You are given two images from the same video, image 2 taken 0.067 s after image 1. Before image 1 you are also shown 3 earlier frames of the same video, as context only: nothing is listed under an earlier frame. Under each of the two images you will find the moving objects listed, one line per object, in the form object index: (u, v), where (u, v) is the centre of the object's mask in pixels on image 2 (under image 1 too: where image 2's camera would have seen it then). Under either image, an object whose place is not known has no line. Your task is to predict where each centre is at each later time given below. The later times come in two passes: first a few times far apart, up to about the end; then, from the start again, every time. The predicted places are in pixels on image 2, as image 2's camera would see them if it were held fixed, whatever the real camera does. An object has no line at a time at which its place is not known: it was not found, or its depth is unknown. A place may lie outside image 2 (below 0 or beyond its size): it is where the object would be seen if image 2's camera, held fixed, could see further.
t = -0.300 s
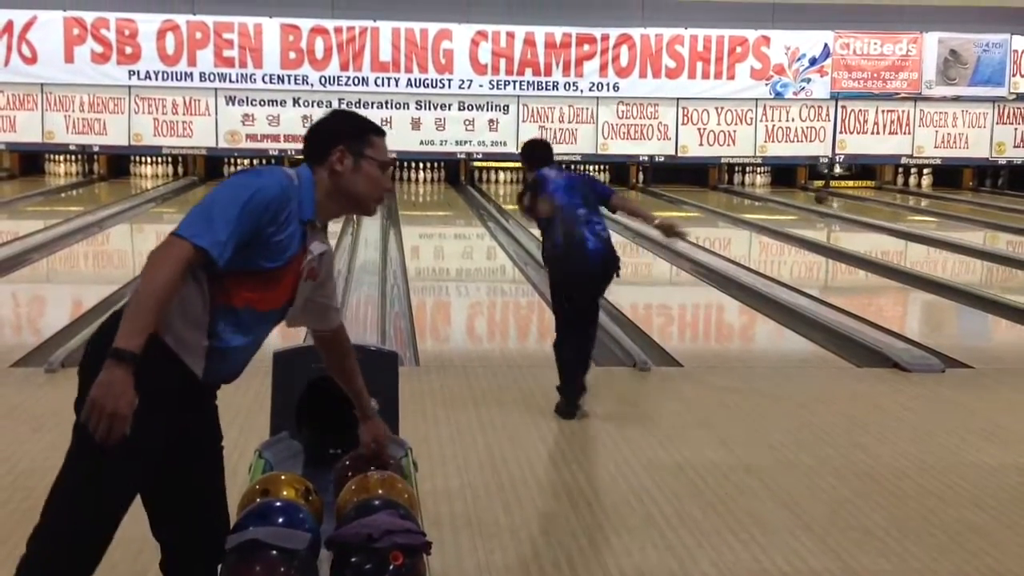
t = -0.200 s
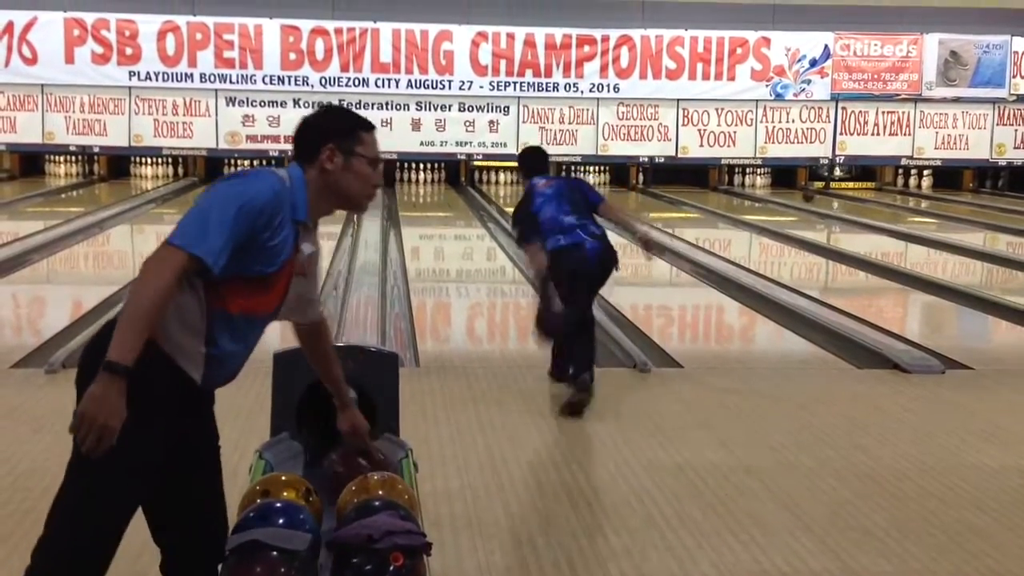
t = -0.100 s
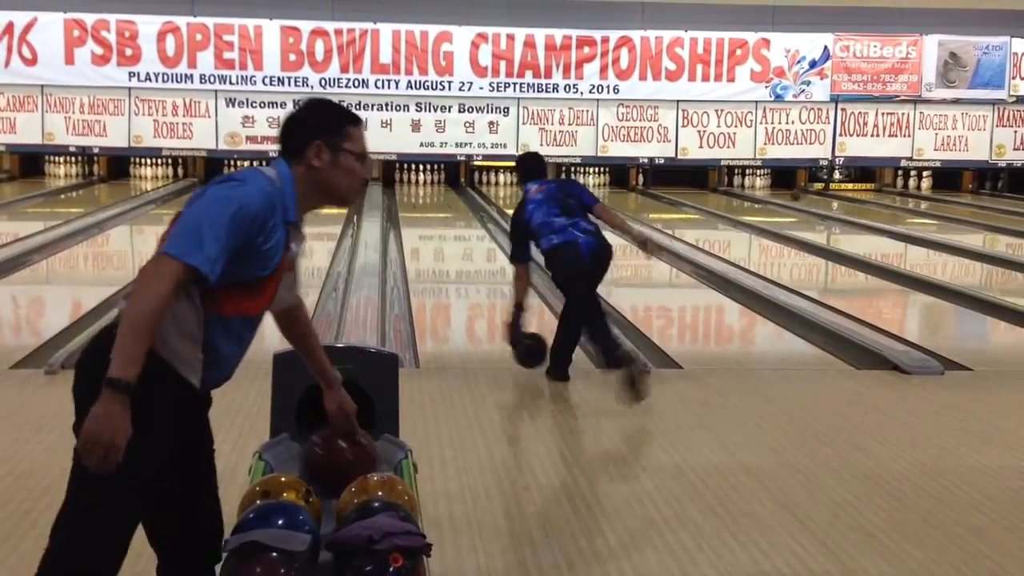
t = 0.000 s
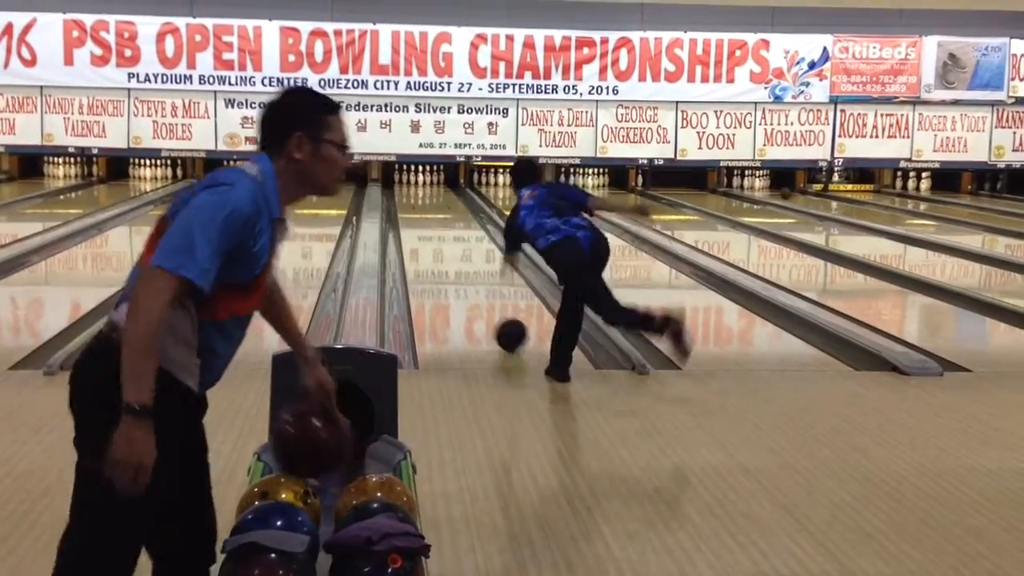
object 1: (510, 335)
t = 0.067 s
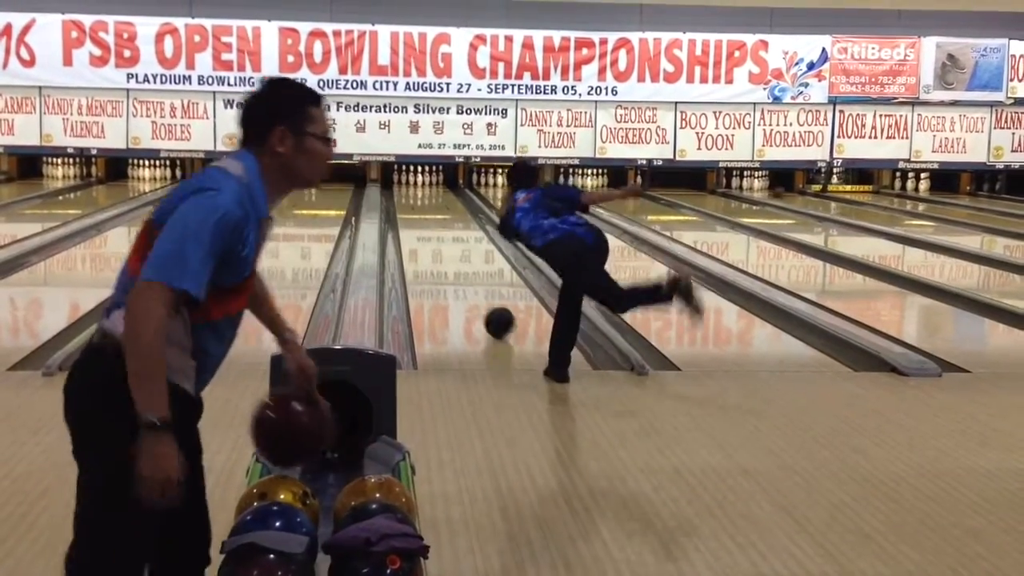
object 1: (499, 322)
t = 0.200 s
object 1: (482, 300)
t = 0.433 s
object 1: (458, 270)
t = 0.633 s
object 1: (444, 251)
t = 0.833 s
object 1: (434, 236)
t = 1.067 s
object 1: (425, 222)
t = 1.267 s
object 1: (419, 213)
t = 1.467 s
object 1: (415, 205)
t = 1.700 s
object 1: (412, 197)
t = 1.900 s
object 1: (411, 191)
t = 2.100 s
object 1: (412, 187)
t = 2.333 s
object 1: (415, 183)
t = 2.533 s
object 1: (416, 180)
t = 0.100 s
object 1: (494, 316)
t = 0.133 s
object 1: (490, 310)
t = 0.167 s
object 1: (485, 305)
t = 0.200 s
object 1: (482, 300)
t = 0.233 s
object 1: (478, 295)
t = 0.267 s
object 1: (474, 290)
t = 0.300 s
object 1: (470, 286)
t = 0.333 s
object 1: (467, 281)
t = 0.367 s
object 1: (464, 277)
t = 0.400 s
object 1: (461, 274)
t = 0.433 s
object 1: (458, 270)
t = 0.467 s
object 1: (456, 266)
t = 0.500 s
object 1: (453, 263)
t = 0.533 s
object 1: (451, 260)
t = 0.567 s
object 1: (449, 257)
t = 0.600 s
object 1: (446, 254)
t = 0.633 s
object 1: (444, 251)
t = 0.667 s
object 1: (443, 248)
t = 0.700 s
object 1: (441, 246)
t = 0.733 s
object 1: (439, 243)
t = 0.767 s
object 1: (437, 241)
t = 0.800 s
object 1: (435, 238)
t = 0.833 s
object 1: (434, 236)
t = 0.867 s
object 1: (432, 234)
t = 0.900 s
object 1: (431, 232)
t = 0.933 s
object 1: (430, 230)
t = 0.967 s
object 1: (428, 228)
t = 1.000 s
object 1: (427, 226)
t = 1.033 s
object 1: (426, 224)
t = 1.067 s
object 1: (425, 222)
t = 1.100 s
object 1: (424, 221)
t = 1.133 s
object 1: (423, 219)
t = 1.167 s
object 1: (422, 218)
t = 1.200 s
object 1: (420, 216)
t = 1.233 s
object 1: (420, 214)
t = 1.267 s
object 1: (419, 213)
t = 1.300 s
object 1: (418, 212)
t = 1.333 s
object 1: (417, 210)
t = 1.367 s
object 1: (416, 208)
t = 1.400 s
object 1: (416, 207)
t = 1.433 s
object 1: (415, 206)
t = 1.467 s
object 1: (415, 205)
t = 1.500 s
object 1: (414, 203)
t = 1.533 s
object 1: (414, 203)
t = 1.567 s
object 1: (413, 201)
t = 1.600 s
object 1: (413, 200)
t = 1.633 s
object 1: (412, 199)
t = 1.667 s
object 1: (412, 199)
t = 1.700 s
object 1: (412, 197)
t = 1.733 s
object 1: (411, 197)
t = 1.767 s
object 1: (411, 196)
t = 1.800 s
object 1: (411, 194)
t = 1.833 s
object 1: (411, 193)
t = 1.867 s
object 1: (411, 191)
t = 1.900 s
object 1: (411, 191)
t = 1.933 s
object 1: (411, 190)
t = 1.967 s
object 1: (411, 190)
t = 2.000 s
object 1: (412, 189)
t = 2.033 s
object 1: (412, 189)
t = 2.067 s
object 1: (412, 187)
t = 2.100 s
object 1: (412, 187)
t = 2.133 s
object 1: (412, 186)
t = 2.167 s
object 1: (413, 185)
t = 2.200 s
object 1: (413, 185)
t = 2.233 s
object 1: (413, 184)
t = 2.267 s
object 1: (414, 184)
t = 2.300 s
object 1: (414, 183)
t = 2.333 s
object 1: (415, 183)
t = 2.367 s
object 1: (415, 182)
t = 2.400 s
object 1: (416, 182)
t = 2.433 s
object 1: (416, 181)
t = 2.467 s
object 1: (415, 181)
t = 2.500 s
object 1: (416, 180)
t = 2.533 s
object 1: (416, 180)
